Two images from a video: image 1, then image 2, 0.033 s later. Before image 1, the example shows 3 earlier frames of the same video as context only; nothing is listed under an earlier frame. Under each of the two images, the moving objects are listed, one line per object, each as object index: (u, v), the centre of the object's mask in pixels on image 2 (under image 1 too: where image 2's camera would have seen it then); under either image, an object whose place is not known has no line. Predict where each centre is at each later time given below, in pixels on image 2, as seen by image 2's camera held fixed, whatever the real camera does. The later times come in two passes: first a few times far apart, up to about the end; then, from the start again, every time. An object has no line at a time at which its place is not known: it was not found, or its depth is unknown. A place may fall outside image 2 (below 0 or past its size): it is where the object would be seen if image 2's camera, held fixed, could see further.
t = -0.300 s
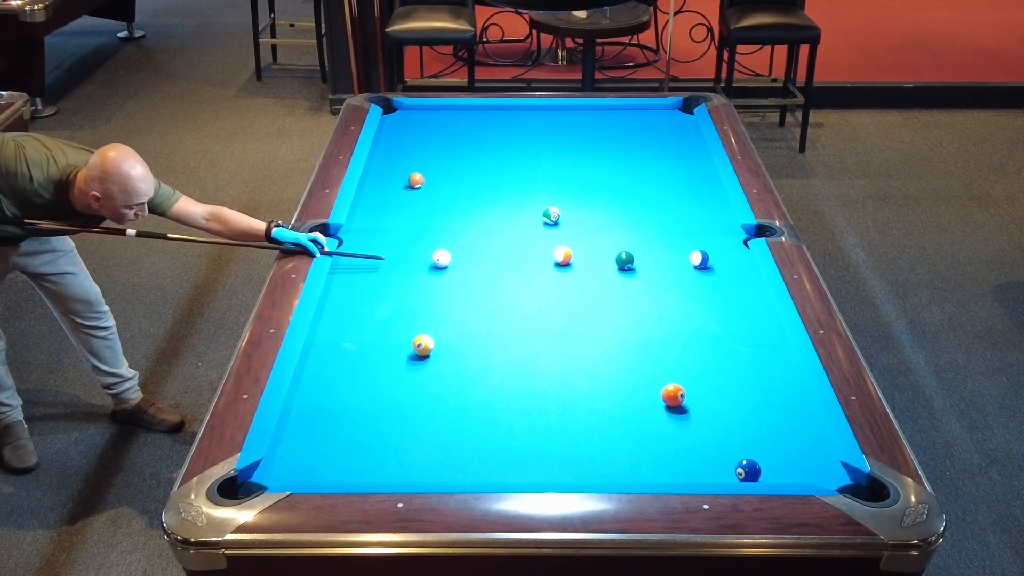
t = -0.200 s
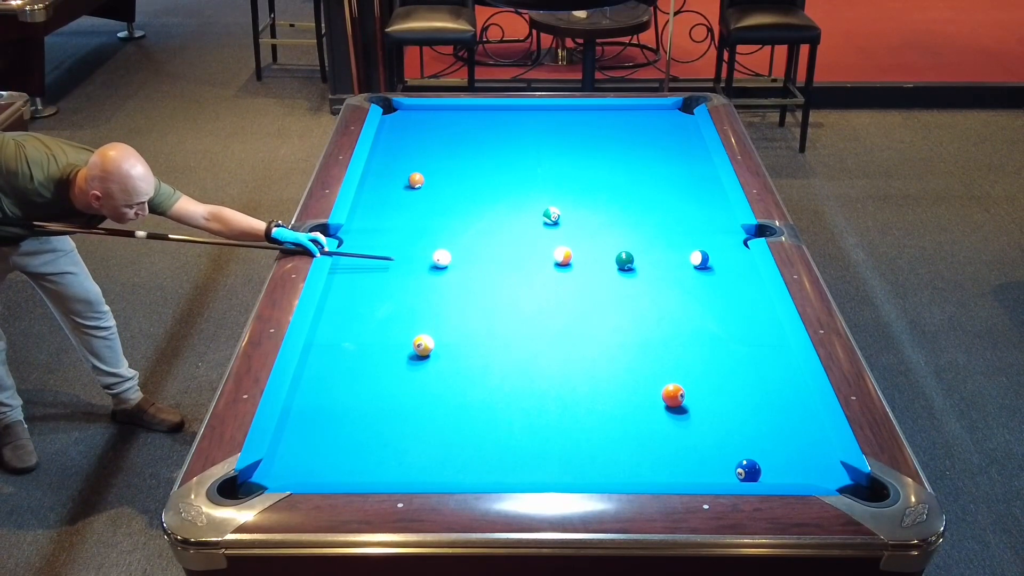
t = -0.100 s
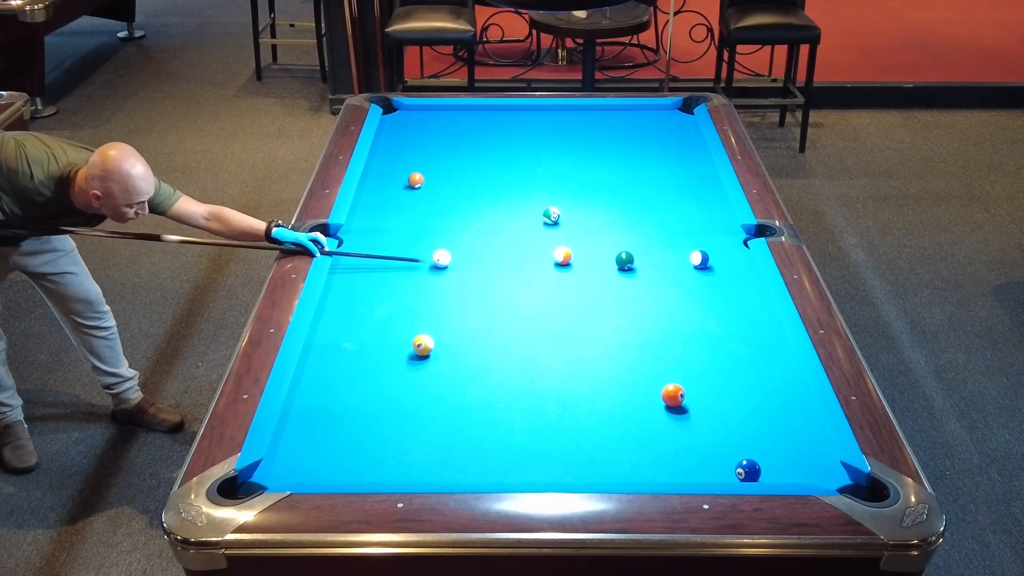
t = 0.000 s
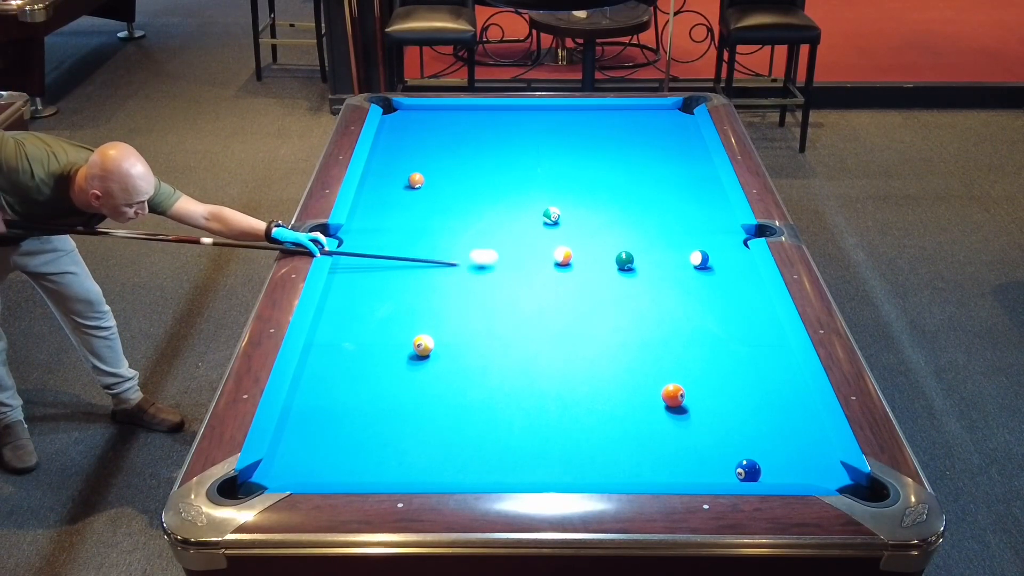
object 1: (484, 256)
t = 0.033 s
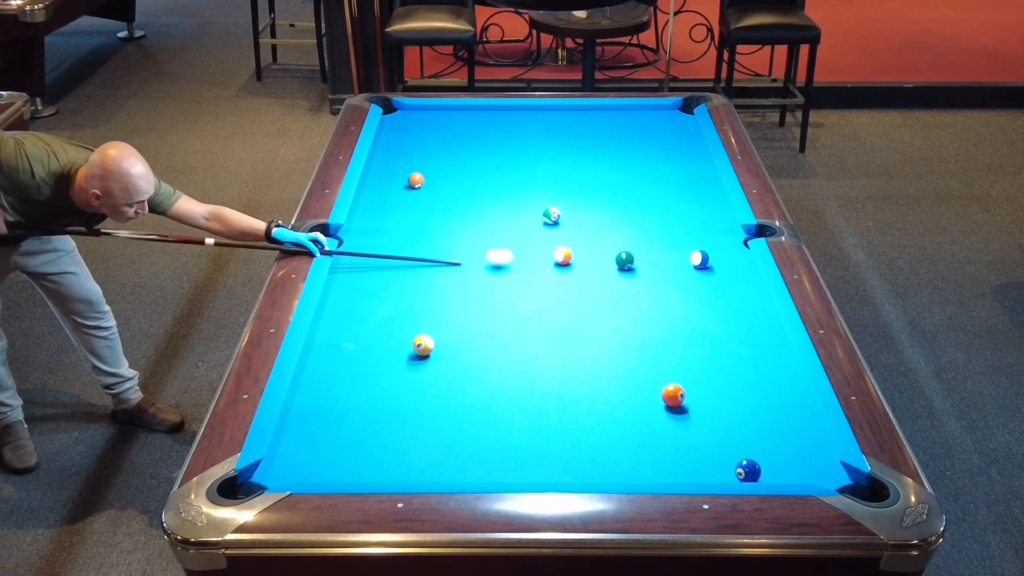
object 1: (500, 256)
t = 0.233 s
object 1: (547, 260)
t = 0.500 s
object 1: (551, 268)
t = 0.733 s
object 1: (555, 274)
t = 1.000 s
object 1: (558, 281)
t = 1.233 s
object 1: (561, 287)
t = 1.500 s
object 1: (564, 292)
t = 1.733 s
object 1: (566, 295)
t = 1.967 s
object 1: (568, 298)
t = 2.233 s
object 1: (570, 301)
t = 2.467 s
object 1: (571, 302)
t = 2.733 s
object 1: (571, 302)
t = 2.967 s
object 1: (571, 302)
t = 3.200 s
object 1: (571, 302)
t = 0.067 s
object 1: (514, 256)
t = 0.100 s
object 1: (528, 256)
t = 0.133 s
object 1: (542, 256)
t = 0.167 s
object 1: (546, 257)
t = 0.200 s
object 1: (546, 259)
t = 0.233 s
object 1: (547, 260)
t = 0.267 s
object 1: (547, 261)
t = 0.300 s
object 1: (548, 262)
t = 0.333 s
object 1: (548, 263)
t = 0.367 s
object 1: (549, 264)
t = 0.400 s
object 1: (550, 265)
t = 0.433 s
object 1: (550, 266)
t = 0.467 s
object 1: (551, 267)
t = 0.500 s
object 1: (551, 268)
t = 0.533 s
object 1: (552, 269)
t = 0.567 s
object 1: (552, 270)
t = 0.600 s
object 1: (553, 271)
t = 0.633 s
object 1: (553, 272)
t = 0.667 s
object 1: (554, 272)
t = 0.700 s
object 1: (554, 274)
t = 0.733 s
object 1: (555, 274)
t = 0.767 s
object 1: (555, 275)
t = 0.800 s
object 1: (556, 277)
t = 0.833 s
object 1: (556, 278)
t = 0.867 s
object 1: (556, 278)
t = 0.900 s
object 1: (557, 279)
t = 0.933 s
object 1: (557, 280)
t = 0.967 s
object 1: (558, 281)
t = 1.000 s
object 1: (558, 281)
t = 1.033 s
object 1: (559, 282)
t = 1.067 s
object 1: (559, 283)
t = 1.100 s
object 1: (559, 284)
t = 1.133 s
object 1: (560, 285)
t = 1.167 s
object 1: (560, 285)
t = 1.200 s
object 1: (560, 286)
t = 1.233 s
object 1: (561, 287)
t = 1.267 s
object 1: (561, 288)
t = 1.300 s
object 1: (562, 288)
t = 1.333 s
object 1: (562, 289)
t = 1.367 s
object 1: (562, 289)
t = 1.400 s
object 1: (563, 290)
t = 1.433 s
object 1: (563, 291)
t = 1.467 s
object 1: (563, 291)
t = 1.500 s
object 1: (564, 292)
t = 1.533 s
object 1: (564, 292)
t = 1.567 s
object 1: (565, 293)
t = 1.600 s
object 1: (565, 294)
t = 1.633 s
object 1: (565, 294)
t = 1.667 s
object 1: (566, 295)
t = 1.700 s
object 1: (566, 295)
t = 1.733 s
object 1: (566, 295)
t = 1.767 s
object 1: (566, 296)
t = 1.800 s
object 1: (567, 296)
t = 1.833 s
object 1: (568, 297)
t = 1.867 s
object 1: (568, 296)
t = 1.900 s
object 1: (568, 297)
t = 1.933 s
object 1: (568, 298)
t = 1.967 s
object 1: (568, 298)
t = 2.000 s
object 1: (569, 298)
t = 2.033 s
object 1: (569, 299)
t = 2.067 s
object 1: (569, 299)
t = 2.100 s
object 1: (570, 300)
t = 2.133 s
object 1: (570, 300)
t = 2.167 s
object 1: (570, 300)
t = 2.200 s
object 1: (570, 300)
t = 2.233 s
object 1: (570, 301)
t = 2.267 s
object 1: (570, 301)
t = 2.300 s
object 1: (571, 301)
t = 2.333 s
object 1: (570, 302)
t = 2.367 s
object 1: (571, 301)
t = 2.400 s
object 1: (570, 302)
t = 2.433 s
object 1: (570, 302)
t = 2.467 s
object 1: (571, 302)
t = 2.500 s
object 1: (571, 302)
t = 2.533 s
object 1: (571, 302)
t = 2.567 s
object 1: (571, 302)
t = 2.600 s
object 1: (571, 302)
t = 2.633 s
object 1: (571, 302)
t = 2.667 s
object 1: (571, 302)
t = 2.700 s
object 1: (571, 302)
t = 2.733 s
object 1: (571, 302)
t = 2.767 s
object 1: (571, 302)
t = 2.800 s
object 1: (571, 302)
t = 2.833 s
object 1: (571, 302)
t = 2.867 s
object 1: (571, 302)
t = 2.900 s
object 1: (571, 302)
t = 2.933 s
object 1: (571, 302)
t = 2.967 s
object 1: (571, 302)
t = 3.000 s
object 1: (571, 302)
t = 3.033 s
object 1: (571, 302)
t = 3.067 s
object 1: (571, 302)
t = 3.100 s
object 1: (571, 302)
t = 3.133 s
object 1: (571, 302)
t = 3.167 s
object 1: (571, 302)
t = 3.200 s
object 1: (571, 302)
